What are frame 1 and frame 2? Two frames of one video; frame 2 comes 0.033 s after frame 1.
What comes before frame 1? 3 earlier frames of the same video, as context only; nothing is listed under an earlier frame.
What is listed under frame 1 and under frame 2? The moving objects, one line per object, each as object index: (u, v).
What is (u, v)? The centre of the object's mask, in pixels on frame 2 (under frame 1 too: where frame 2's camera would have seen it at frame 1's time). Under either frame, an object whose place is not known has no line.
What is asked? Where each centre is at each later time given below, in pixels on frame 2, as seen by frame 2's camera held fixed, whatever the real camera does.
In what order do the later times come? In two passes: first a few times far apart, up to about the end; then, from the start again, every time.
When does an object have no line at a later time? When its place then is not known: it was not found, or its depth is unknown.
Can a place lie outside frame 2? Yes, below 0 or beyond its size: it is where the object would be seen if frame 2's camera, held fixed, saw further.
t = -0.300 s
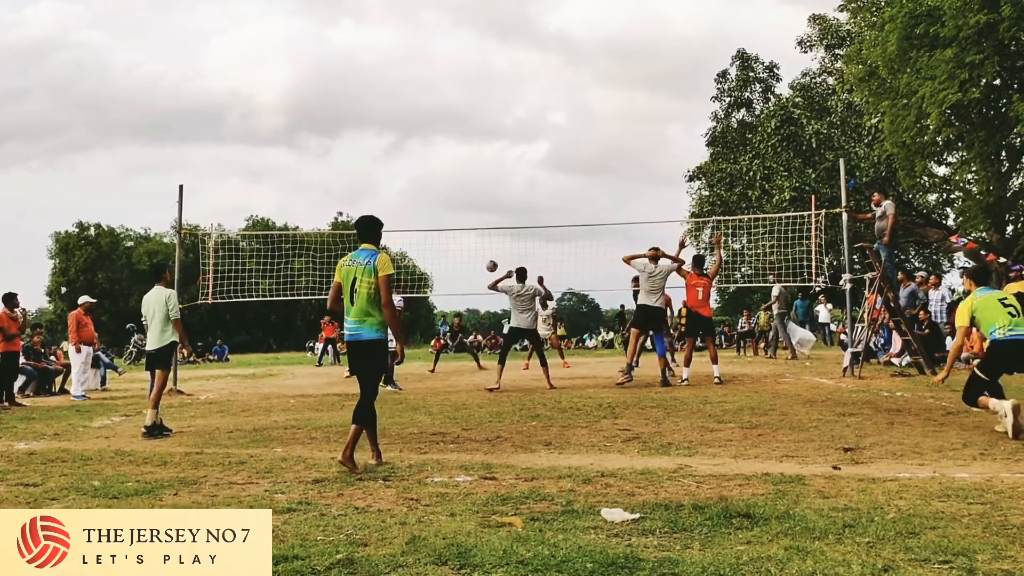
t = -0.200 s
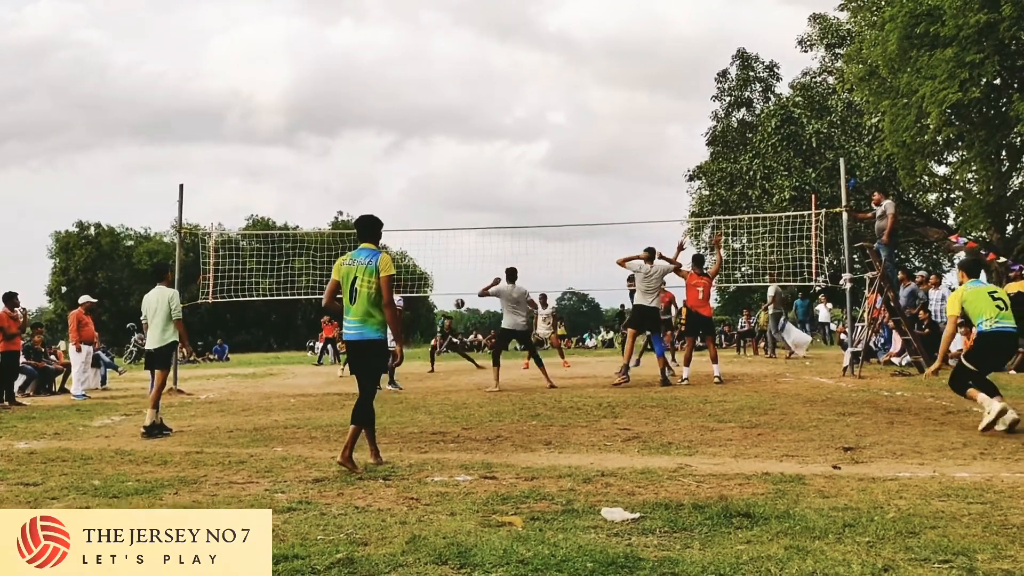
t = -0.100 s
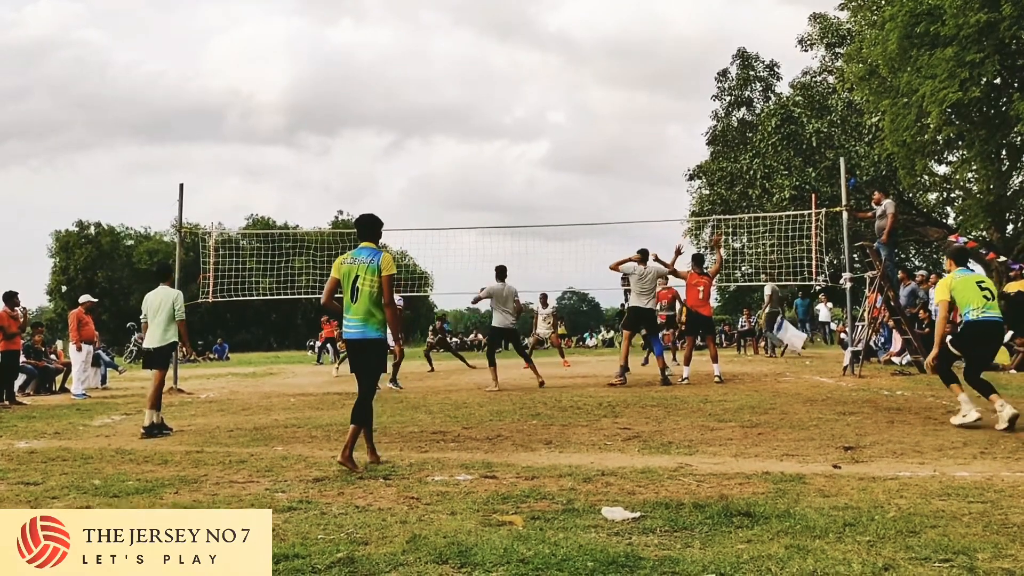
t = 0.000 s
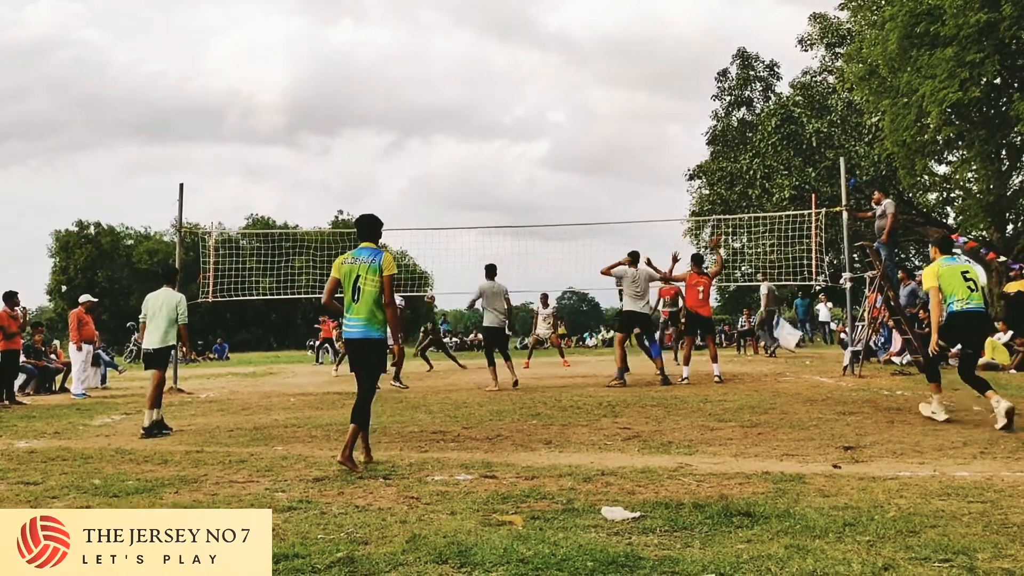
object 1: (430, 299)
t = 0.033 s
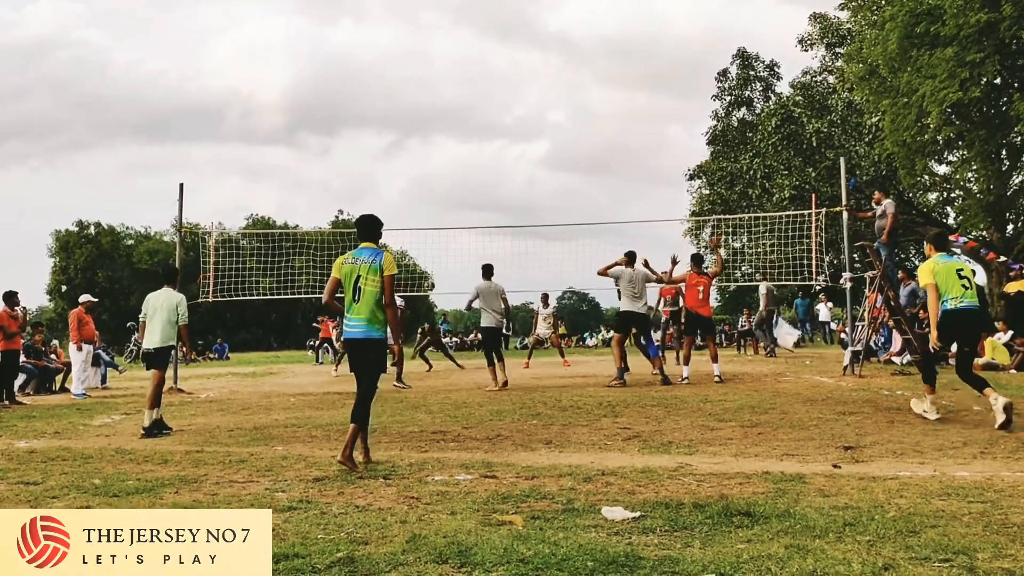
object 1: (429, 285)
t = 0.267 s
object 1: (426, 207)
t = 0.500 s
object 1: (421, 152)
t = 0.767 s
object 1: (417, 122)
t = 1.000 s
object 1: (413, 124)
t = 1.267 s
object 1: (408, 163)
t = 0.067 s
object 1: (429, 273)
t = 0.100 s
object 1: (429, 261)
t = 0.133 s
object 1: (428, 249)
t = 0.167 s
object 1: (427, 238)
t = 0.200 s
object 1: (427, 227)
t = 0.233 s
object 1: (426, 217)
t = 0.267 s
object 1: (426, 207)
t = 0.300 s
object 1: (425, 198)
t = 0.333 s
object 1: (425, 189)
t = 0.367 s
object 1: (424, 180)
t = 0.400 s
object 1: (423, 173)
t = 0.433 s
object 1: (423, 165)
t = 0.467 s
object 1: (422, 158)
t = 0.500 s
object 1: (421, 152)
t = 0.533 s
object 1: (421, 147)
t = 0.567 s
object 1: (420, 141)
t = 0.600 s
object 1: (420, 137)
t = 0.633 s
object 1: (419, 133)
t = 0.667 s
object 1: (419, 129)
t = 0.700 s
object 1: (418, 126)
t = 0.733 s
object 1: (417, 124)
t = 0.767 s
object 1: (417, 122)
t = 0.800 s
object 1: (416, 120)
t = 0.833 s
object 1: (415, 120)
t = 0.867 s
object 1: (415, 119)
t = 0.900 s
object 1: (414, 120)
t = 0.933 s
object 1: (414, 121)
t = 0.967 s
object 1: (413, 122)
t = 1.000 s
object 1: (413, 124)
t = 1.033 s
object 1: (412, 128)
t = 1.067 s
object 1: (411, 131)
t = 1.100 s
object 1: (411, 134)
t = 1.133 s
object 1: (410, 139)
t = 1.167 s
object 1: (410, 144)
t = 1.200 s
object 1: (409, 150)
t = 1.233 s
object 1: (408, 156)
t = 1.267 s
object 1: (408, 163)
